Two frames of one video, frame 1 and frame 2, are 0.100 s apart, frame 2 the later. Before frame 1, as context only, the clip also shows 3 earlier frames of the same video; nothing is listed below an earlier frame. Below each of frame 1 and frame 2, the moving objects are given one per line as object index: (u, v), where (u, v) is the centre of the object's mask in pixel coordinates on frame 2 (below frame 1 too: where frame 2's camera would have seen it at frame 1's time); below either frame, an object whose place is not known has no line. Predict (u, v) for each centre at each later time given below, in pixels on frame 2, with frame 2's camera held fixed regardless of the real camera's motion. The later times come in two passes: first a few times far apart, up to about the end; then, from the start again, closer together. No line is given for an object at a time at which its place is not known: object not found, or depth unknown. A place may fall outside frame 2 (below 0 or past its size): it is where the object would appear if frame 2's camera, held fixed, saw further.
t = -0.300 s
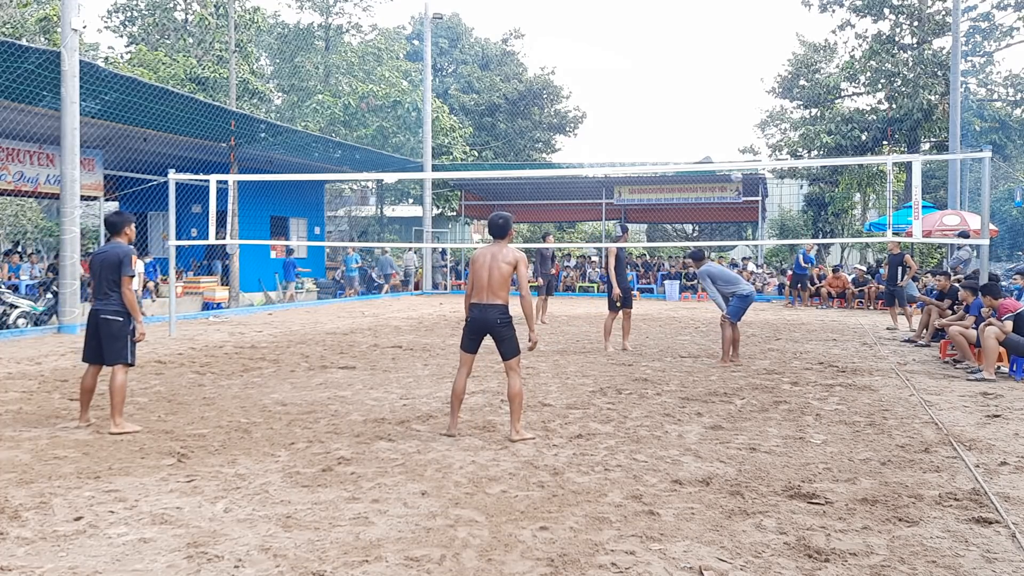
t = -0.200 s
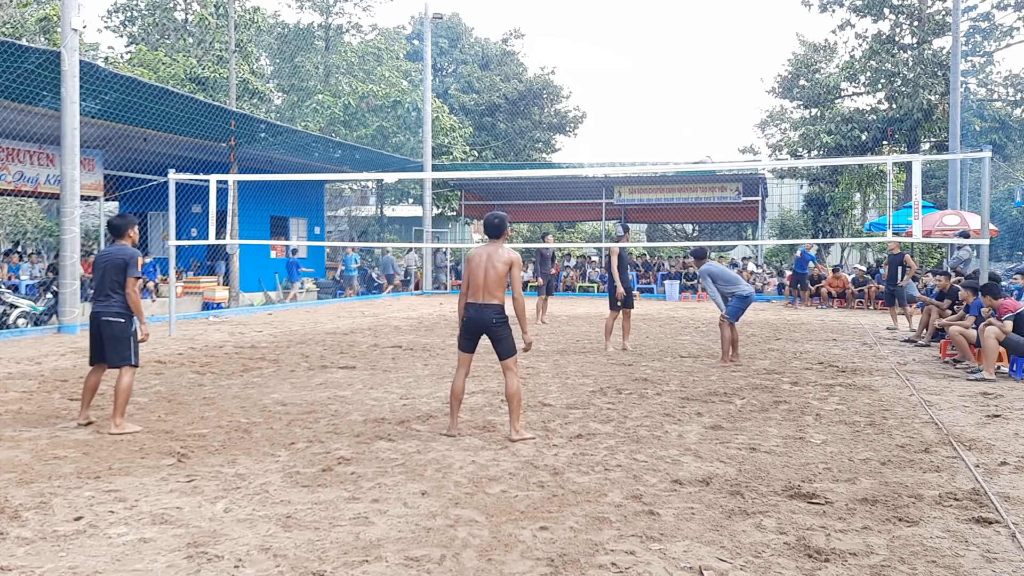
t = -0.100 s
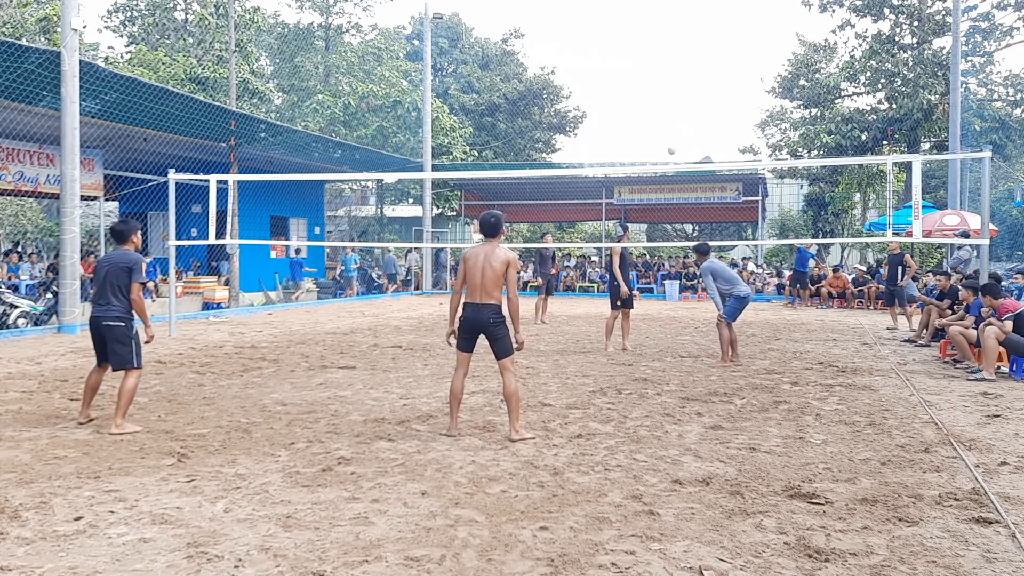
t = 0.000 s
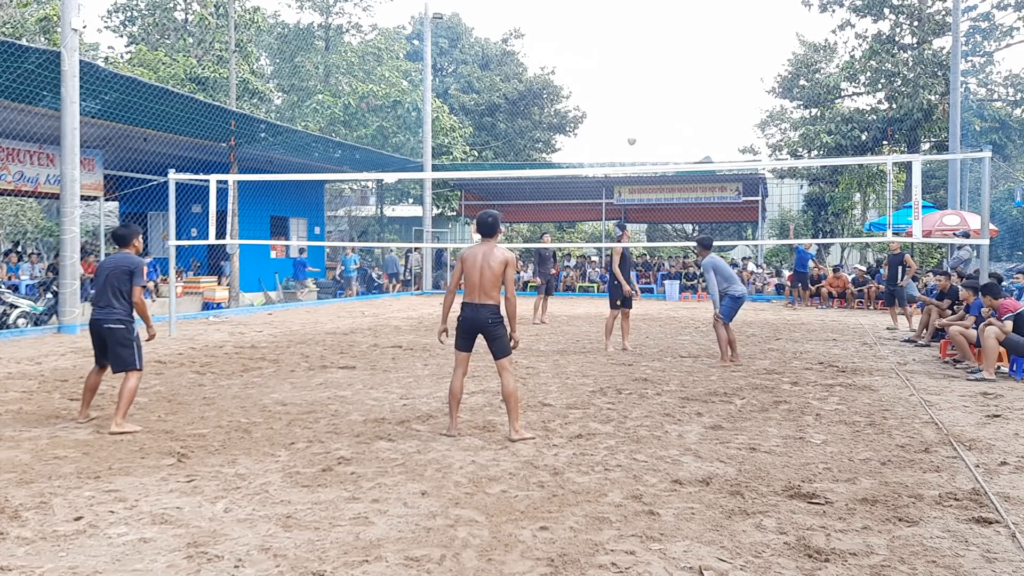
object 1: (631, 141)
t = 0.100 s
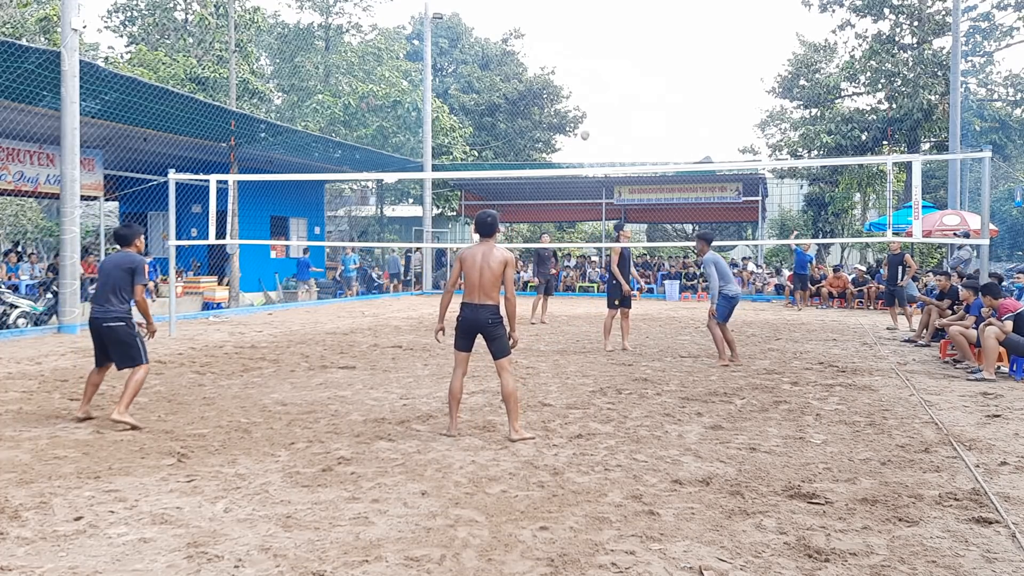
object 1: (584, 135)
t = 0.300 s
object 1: (465, 142)
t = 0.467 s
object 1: (320, 186)
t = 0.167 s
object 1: (549, 132)
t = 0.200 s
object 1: (530, 134)
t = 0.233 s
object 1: (510, 136)
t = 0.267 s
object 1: (487, 139)
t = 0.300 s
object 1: (465, 142)
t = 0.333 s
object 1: (441, 148)
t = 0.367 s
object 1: (412, 154)
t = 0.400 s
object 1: (384, 162)
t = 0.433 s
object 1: (354, 171)
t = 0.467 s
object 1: (320, 186)
